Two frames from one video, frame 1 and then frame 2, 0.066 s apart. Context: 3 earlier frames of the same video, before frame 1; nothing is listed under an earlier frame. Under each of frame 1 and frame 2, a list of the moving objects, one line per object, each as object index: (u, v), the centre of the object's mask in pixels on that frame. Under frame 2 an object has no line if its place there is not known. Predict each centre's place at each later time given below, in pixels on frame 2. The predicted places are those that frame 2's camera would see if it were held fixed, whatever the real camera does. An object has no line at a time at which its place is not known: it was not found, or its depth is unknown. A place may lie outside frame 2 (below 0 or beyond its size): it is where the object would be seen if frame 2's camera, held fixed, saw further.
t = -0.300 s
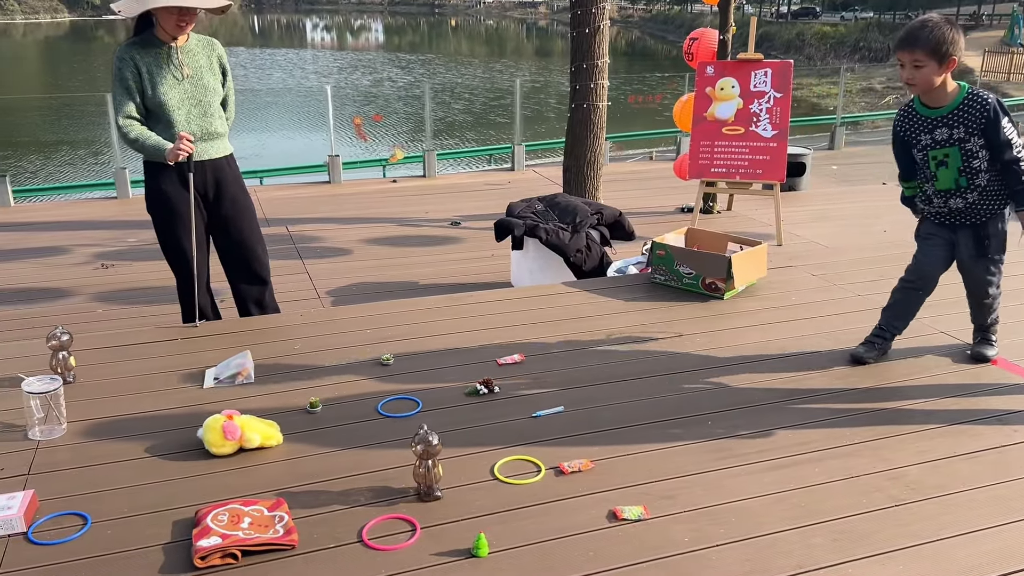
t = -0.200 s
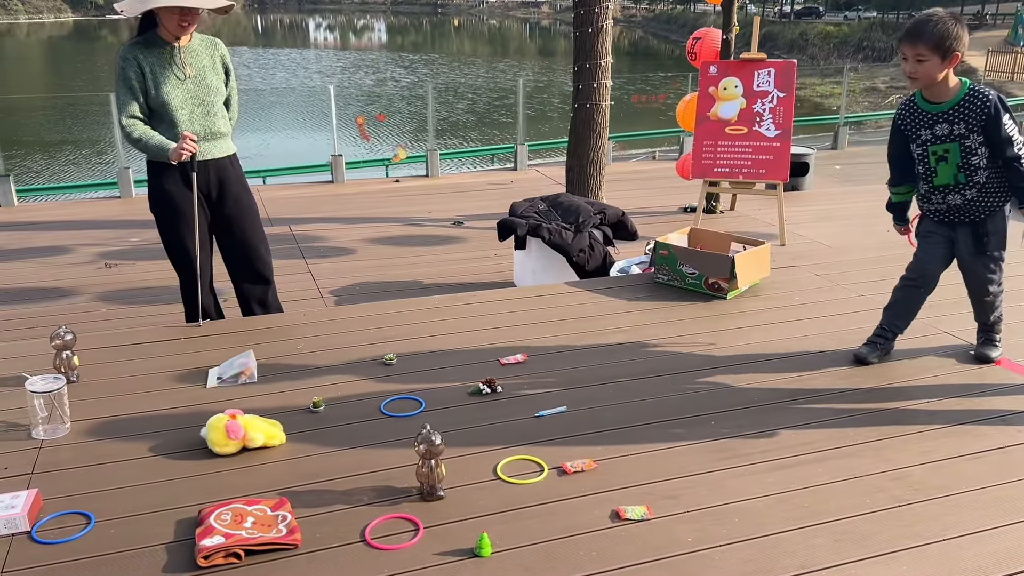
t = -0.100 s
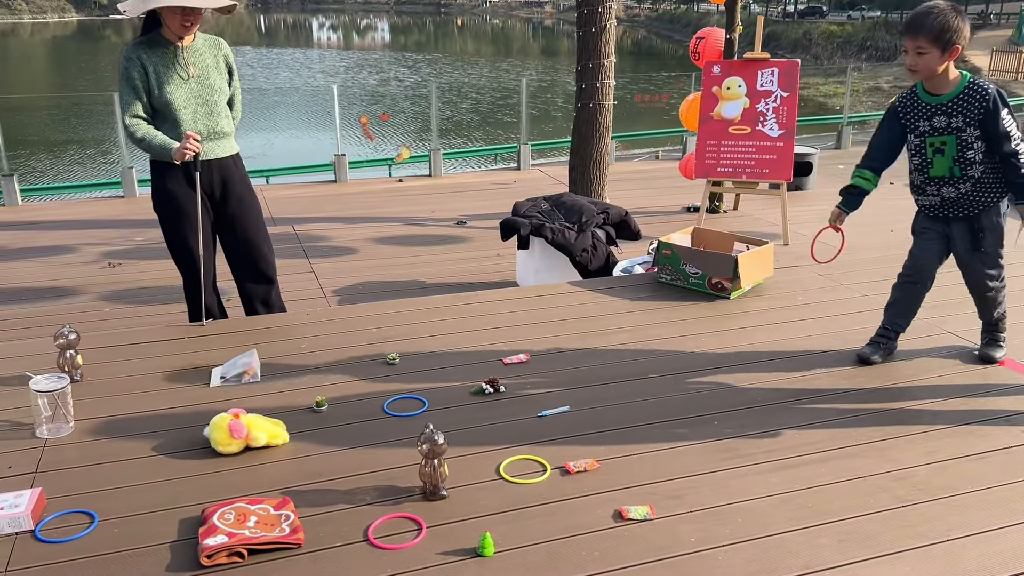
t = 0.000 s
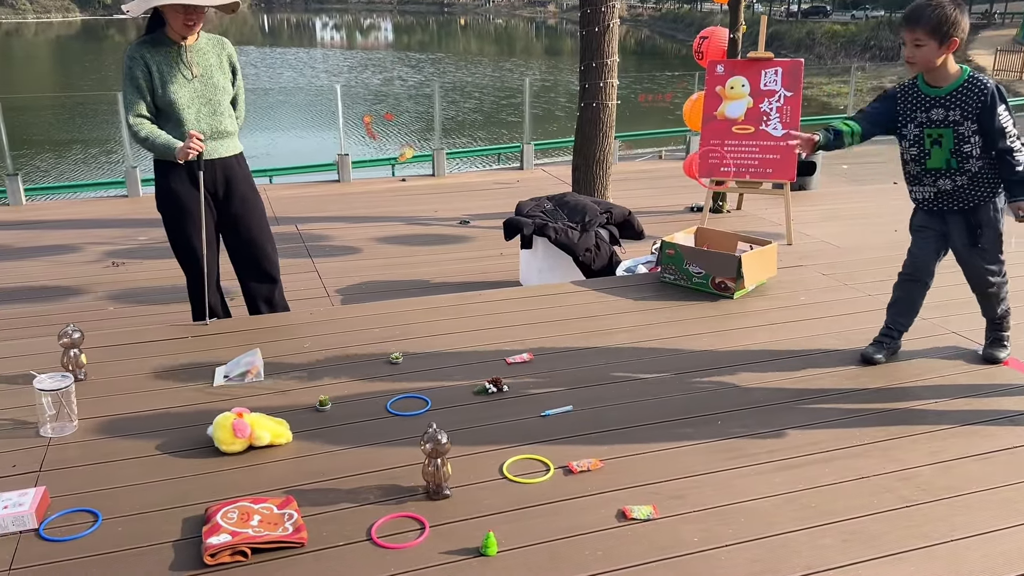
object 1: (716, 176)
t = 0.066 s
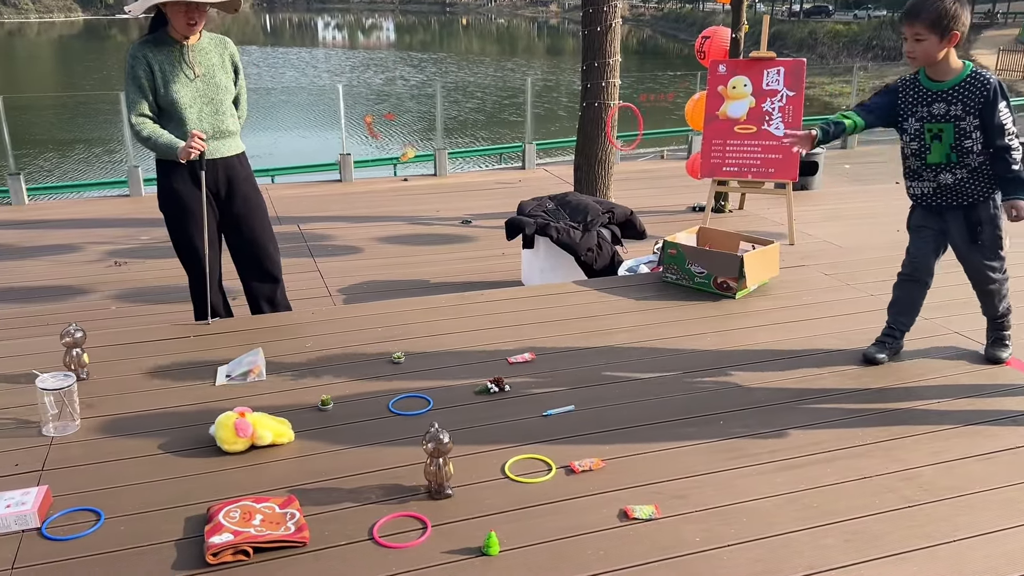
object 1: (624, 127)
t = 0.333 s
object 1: (175, 102)
